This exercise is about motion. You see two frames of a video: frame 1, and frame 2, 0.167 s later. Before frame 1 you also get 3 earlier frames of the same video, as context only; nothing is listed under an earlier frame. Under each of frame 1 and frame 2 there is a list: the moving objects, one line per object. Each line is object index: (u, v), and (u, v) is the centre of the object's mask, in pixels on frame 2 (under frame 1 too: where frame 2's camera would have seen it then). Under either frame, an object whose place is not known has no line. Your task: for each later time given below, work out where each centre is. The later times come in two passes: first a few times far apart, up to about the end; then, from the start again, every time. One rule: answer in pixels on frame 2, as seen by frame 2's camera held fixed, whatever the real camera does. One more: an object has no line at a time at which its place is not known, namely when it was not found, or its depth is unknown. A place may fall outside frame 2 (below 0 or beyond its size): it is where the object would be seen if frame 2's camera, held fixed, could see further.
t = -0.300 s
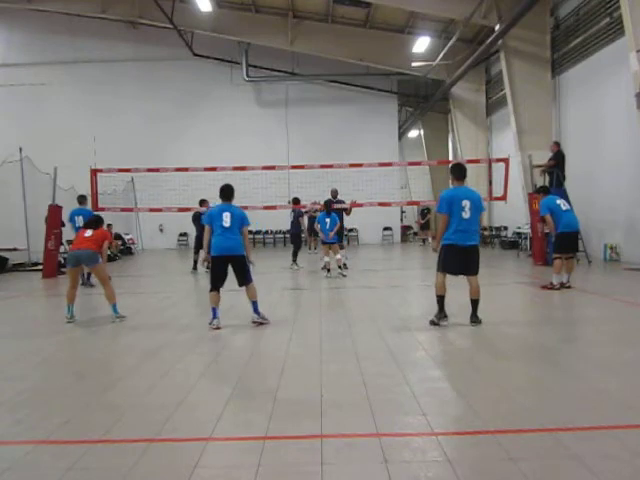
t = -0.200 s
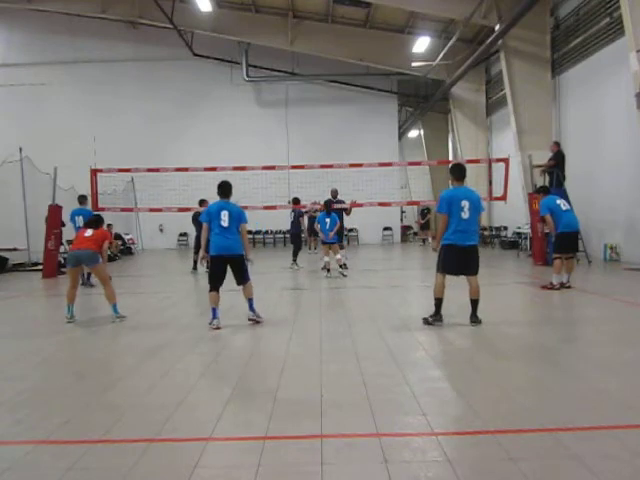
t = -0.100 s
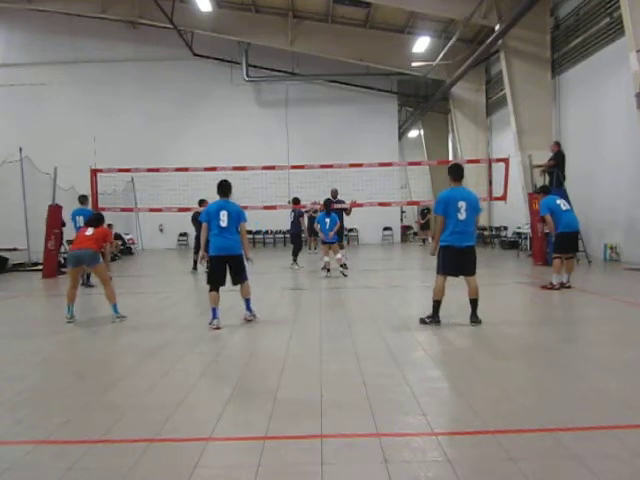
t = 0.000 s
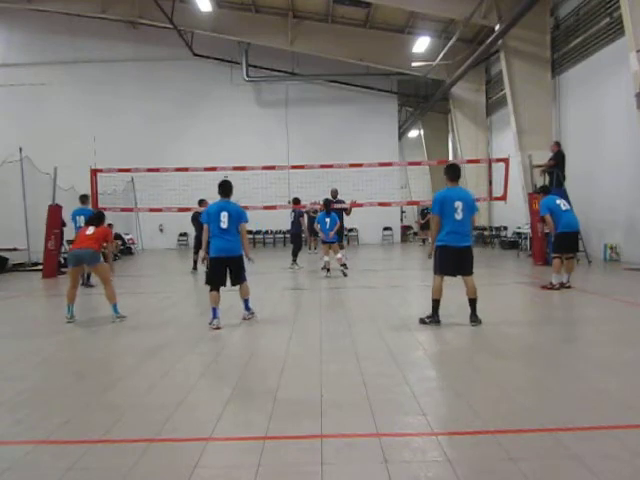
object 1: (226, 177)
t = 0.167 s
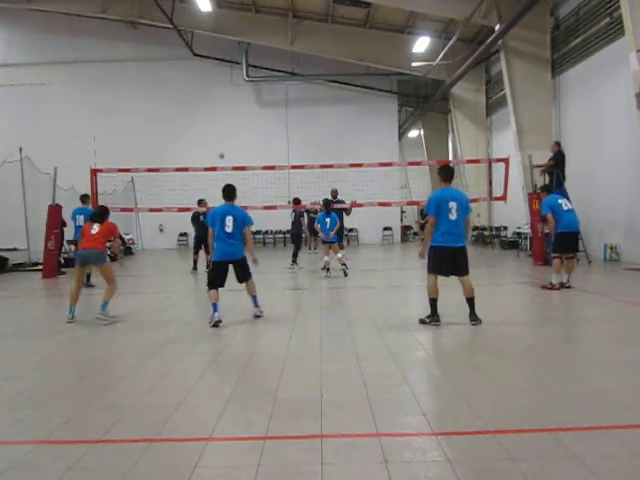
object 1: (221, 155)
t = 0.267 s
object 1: (218, 144)
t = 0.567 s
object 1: (211, 131)
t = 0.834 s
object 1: (199, 149)
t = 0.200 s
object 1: (220, 152)
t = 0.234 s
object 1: (220, 148)
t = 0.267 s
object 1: (218, 144)
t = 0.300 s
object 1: (218, 142)
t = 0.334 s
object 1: (217, 140)
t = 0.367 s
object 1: (216, 137)
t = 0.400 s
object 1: (215, 136)
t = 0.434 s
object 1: (215, 134)
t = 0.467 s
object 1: (214, 133)
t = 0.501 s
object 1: (213, 132)
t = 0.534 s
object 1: (212, 132)
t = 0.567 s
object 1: (211, 131)
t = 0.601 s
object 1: (210, 132)
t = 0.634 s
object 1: (209, 132)
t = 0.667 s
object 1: (208, 134)
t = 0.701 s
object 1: (206, 135)
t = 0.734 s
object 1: (205, 137)
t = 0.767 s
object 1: (203, 140)
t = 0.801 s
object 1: (202, 144)
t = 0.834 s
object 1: (199, 149)
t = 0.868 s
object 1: (198, 154)
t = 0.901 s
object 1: (198, 161)
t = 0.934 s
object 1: (195, 169)
